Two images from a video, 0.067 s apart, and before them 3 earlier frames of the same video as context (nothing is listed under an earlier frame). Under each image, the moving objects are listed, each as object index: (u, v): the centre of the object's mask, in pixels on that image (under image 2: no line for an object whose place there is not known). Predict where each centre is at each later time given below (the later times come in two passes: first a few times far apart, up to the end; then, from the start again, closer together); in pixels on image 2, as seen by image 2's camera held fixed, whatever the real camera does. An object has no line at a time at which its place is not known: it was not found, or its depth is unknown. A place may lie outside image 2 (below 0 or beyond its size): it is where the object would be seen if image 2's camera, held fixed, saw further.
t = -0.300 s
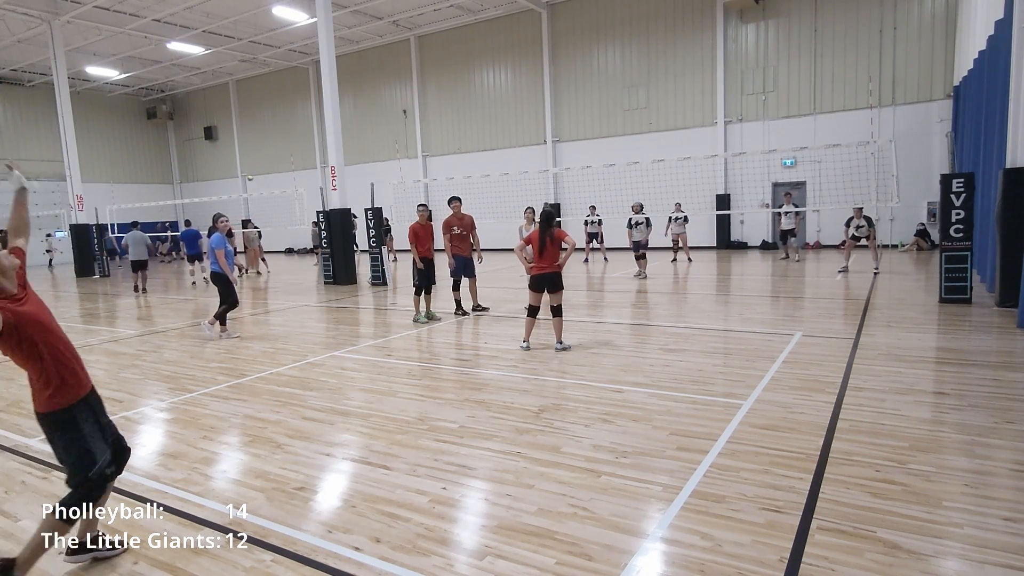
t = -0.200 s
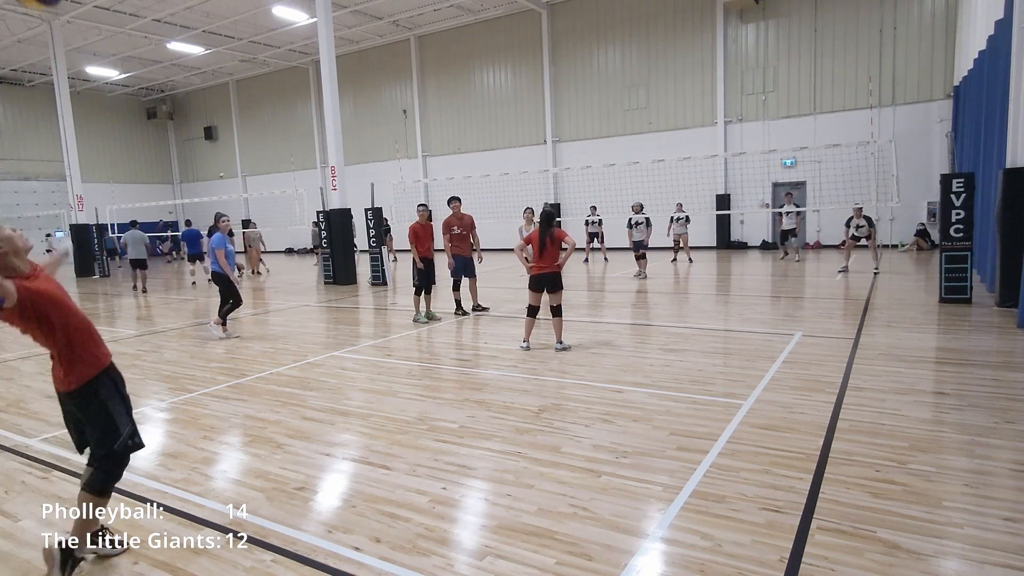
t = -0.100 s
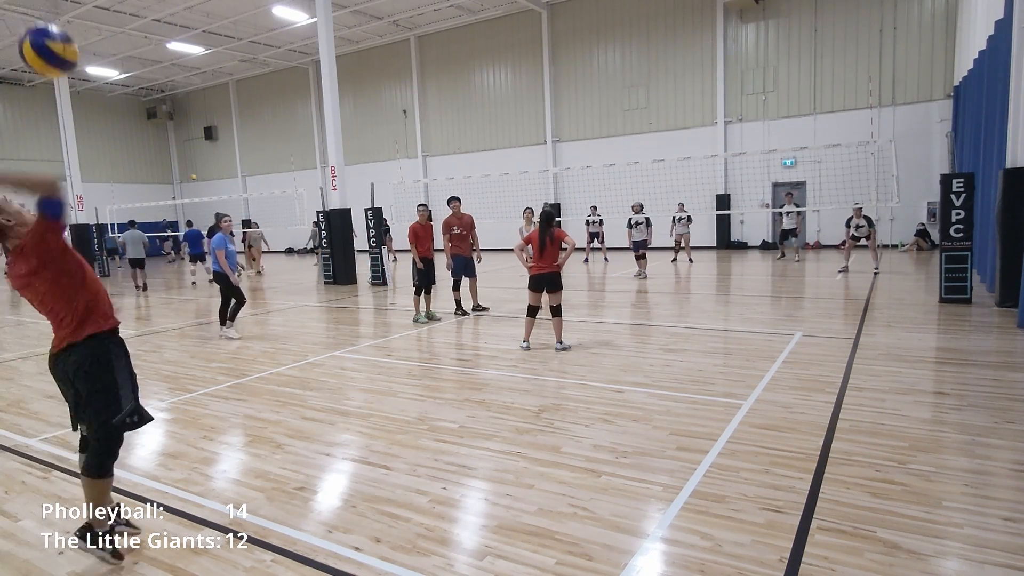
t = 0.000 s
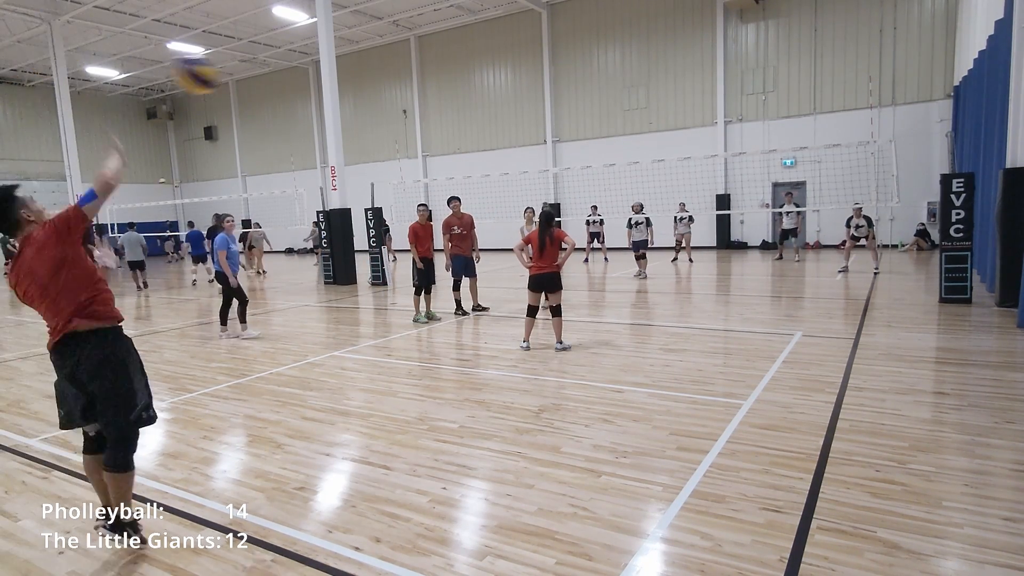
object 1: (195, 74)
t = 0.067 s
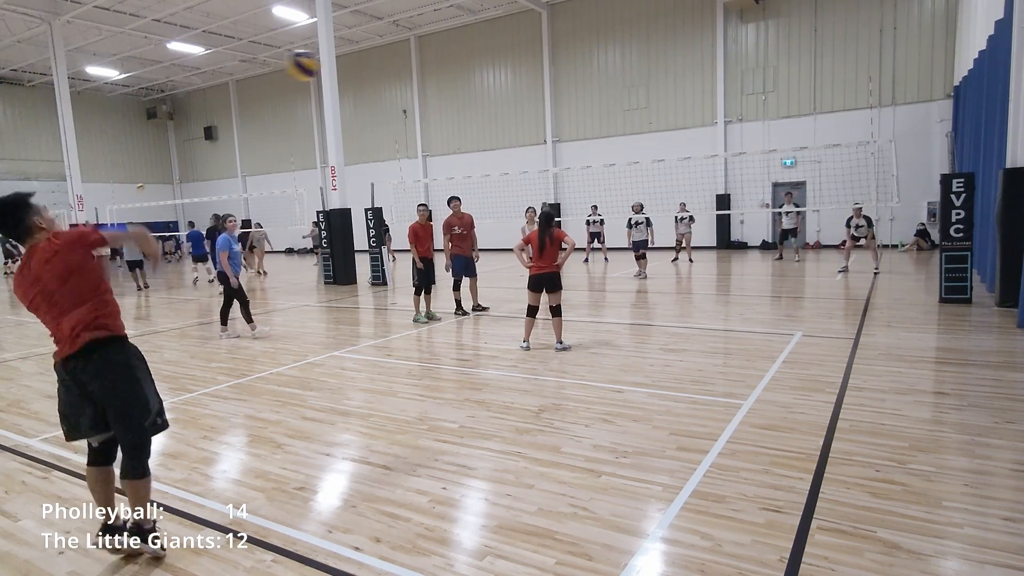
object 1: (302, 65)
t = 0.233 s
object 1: (434, 70)
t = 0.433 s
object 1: (503, 99)
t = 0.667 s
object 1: (548, 144)
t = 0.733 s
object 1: (557, 157)
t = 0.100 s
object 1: (341, 64)
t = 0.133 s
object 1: (369, 64)
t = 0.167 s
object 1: (395, 65)
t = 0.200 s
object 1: (417, 67)
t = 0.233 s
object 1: (434, 70)
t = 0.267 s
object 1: (450, 74)
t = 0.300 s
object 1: (463, 78)
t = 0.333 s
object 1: (475, 83)
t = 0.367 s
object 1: (485, 88)
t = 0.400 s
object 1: (495, 94)
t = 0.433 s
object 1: (503, 99)
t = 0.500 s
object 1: (518, 111)
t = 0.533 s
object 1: (526, 117)
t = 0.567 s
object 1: (533, 123)
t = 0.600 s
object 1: (539, 130)
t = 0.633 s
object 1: (544, 137)
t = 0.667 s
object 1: (548, 144)
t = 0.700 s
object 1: (553, 150)
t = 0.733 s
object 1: (557, 157)
